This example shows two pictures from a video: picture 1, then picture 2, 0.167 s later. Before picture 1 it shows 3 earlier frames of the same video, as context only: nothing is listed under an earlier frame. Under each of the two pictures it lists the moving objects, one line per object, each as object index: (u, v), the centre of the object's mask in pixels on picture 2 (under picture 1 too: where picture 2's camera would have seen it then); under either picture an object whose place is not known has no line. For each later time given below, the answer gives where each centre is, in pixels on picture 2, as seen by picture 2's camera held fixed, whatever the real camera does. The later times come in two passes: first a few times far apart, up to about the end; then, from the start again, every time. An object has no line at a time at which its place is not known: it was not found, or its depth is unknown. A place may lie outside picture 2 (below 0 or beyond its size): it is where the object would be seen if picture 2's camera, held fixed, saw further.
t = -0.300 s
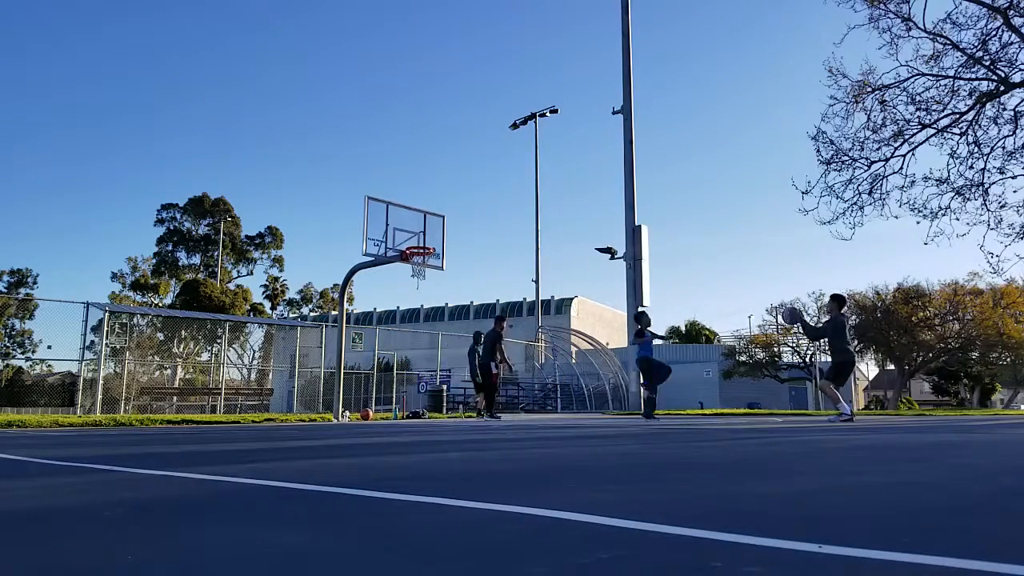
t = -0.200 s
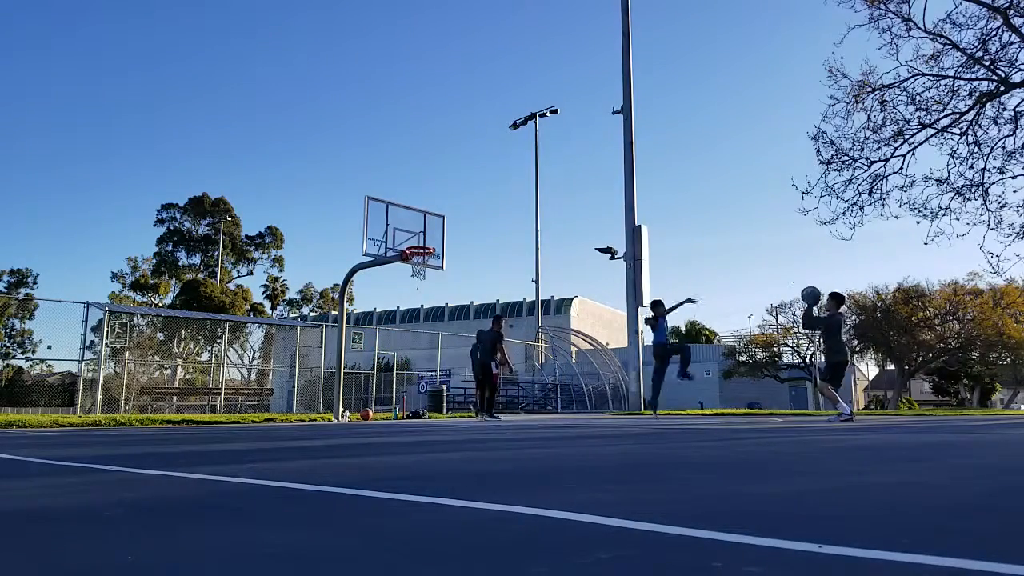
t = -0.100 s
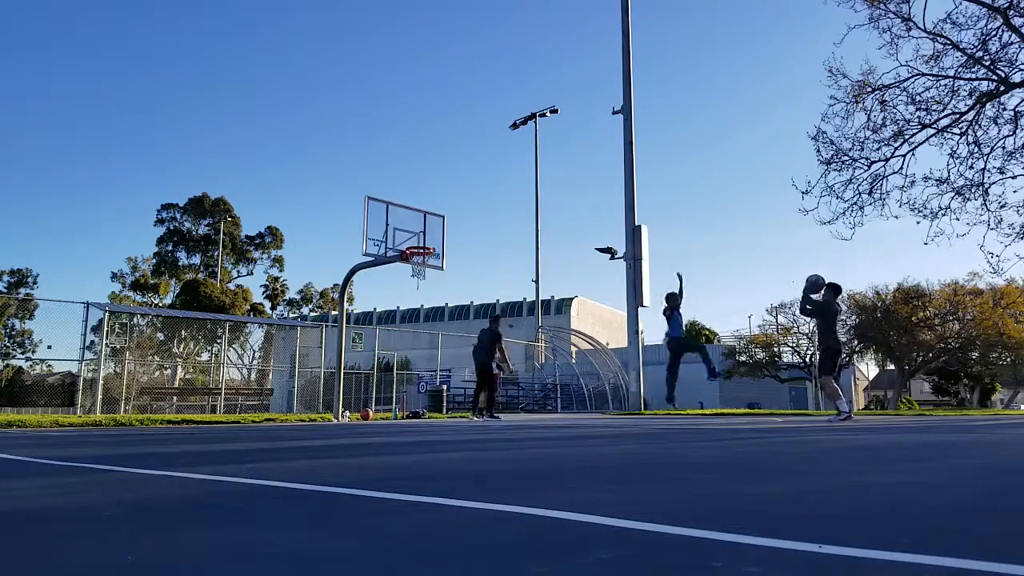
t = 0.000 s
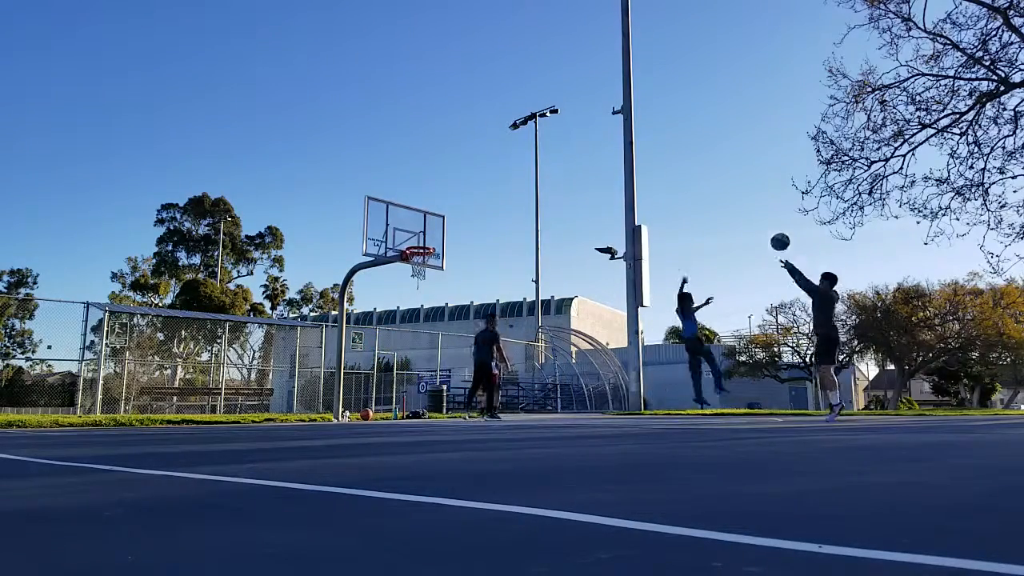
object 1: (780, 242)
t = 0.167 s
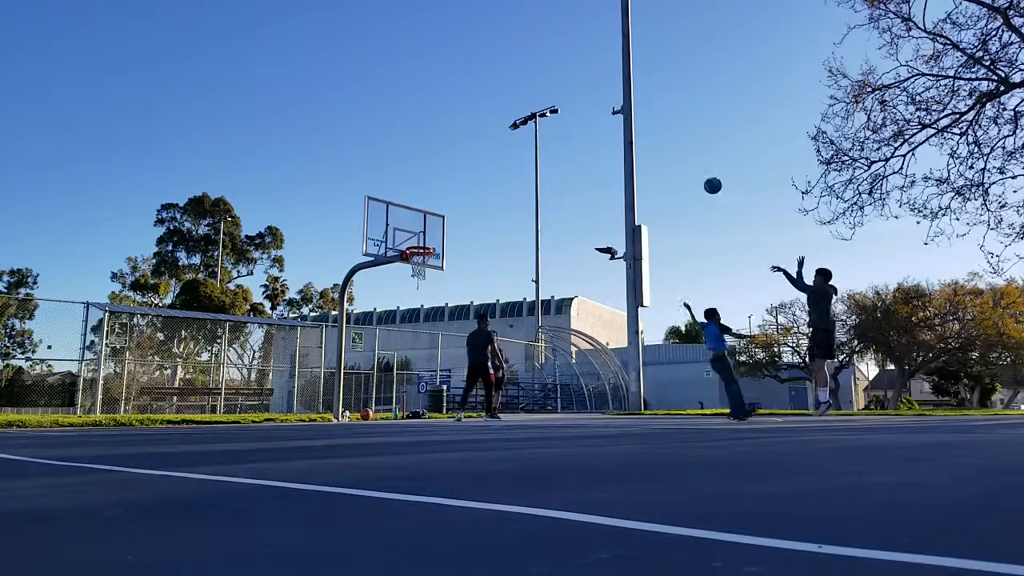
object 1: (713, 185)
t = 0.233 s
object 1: (688, 170)
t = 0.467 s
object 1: (613, 143)
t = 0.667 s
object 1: (558, 147)
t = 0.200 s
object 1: (700, 177)
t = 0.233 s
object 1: (688, 170)
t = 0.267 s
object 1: (677, 164)
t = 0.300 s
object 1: (666, 158)
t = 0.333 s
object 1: (655, 154)
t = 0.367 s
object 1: (644, 150)
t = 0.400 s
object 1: (635, 147)
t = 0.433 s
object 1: (621, 145)
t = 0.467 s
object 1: (613, 143)
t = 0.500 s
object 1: (604, 142)
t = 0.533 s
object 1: (594, 142)
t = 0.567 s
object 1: (585, 142)
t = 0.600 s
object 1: (576, 143)
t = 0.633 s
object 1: (567, 145)
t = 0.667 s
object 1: (558, 147)
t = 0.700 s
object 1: (549, 150)
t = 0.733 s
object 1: (542, 154)
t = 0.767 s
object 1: (533, 158)
